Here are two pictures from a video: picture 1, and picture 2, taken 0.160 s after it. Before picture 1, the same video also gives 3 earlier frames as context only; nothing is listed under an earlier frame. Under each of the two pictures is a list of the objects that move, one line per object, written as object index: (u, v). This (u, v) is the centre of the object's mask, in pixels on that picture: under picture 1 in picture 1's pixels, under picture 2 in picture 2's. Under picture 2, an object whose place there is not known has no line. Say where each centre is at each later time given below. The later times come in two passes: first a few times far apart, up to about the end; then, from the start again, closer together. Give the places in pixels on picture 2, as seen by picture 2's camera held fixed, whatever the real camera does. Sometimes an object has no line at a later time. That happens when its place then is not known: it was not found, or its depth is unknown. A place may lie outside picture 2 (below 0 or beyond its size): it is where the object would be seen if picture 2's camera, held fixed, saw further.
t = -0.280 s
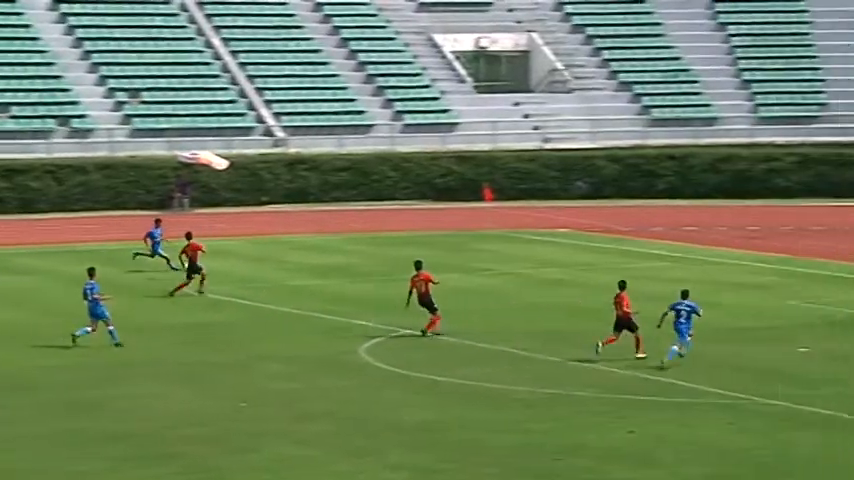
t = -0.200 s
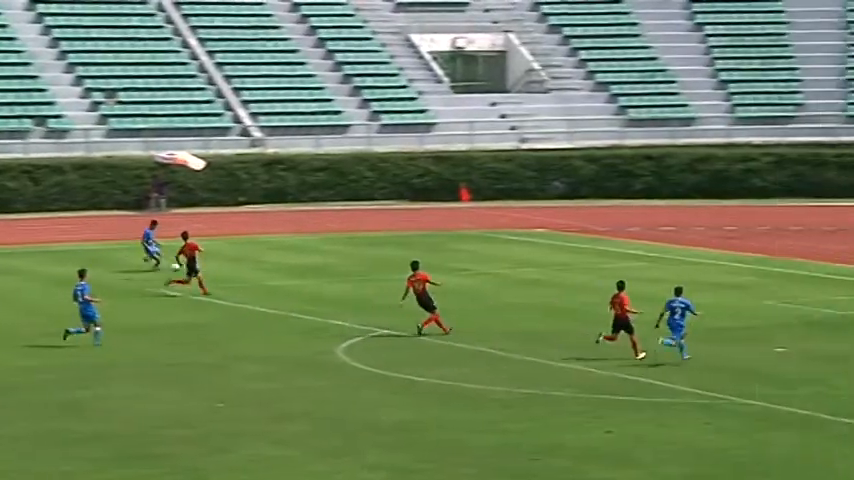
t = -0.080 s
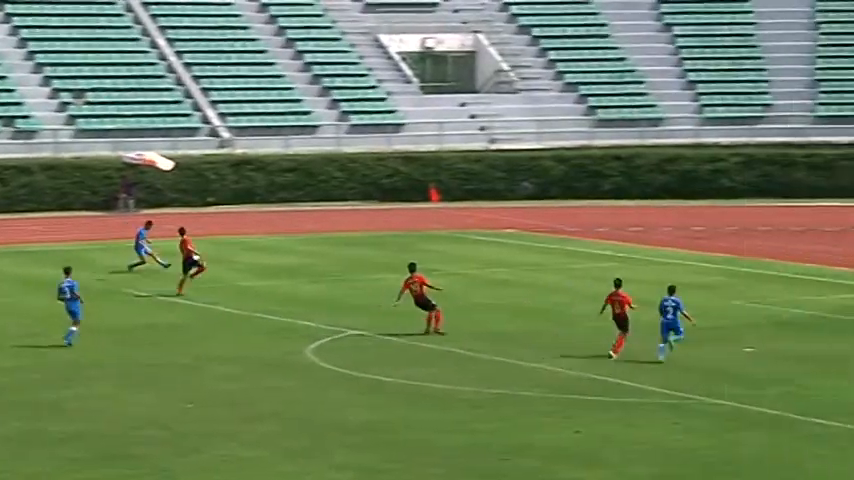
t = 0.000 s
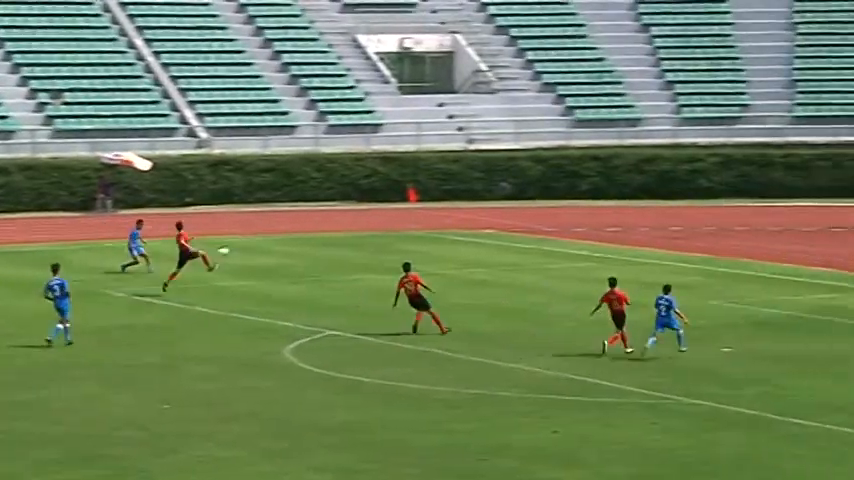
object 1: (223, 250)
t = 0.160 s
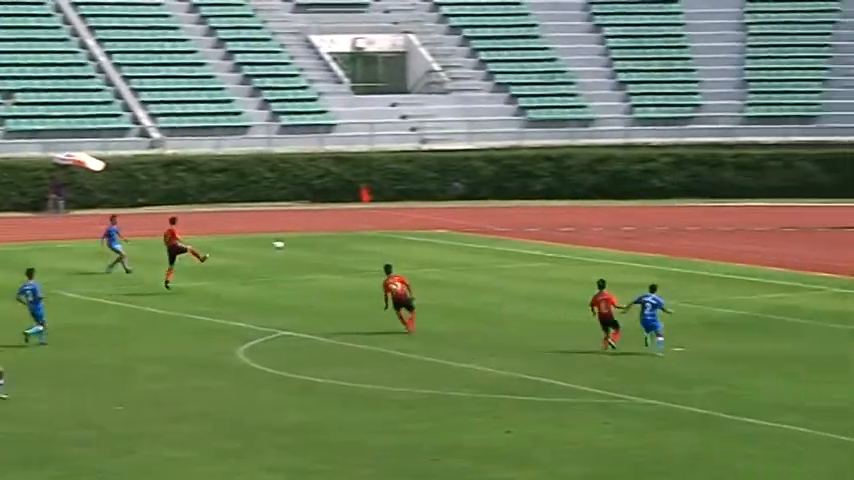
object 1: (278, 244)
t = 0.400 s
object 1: (429, 256)
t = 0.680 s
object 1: (604, 304)
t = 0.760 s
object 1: (644, 302)
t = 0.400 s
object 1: (429, 256)
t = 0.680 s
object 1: (604, 304)
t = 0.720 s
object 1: (624, 303)
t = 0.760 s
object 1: (644, 302)
